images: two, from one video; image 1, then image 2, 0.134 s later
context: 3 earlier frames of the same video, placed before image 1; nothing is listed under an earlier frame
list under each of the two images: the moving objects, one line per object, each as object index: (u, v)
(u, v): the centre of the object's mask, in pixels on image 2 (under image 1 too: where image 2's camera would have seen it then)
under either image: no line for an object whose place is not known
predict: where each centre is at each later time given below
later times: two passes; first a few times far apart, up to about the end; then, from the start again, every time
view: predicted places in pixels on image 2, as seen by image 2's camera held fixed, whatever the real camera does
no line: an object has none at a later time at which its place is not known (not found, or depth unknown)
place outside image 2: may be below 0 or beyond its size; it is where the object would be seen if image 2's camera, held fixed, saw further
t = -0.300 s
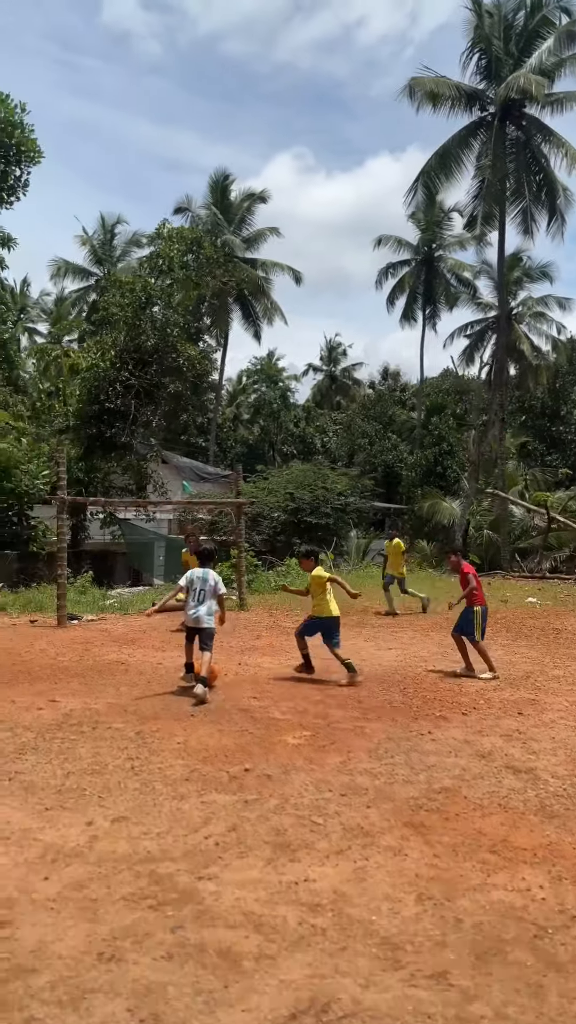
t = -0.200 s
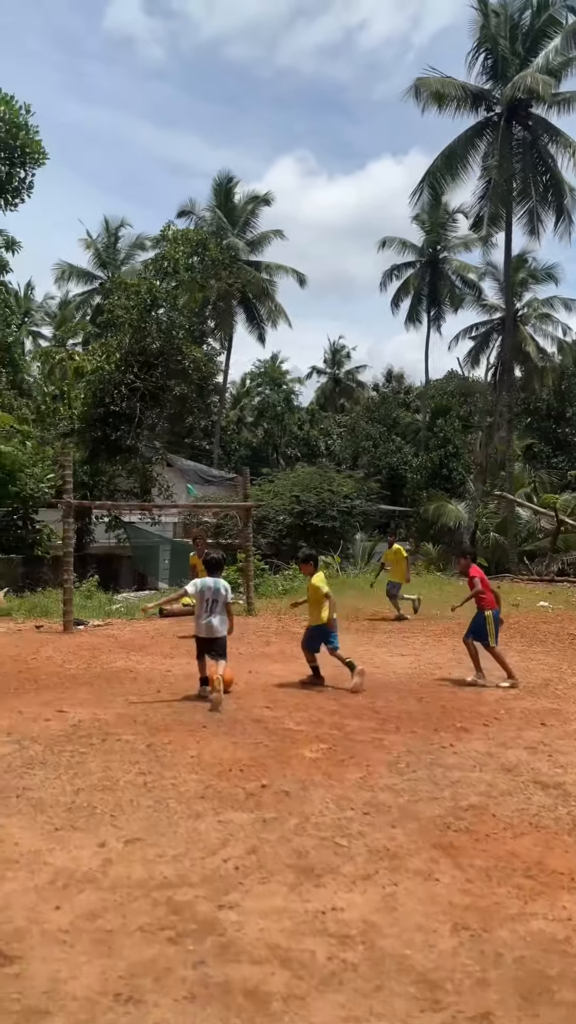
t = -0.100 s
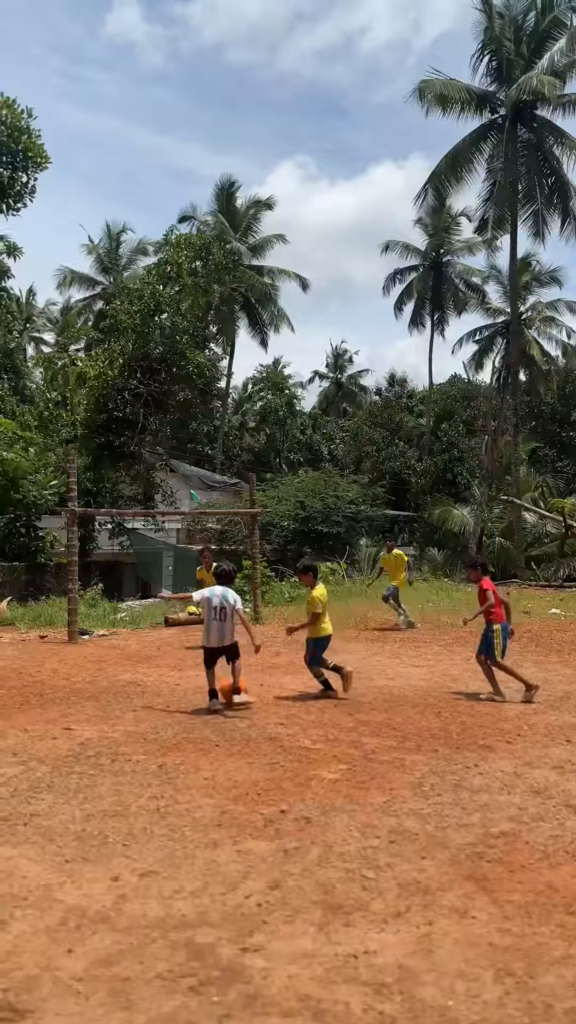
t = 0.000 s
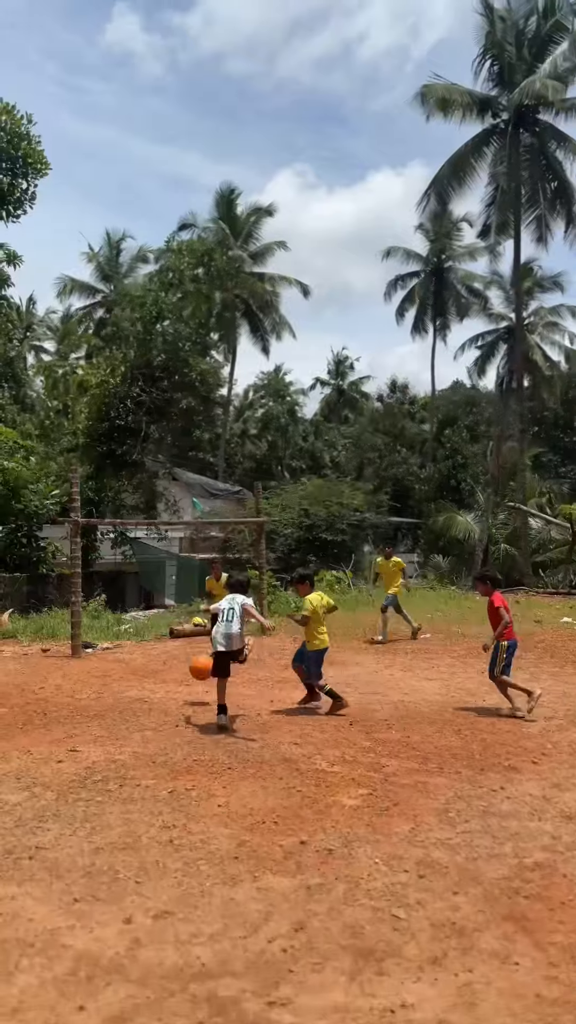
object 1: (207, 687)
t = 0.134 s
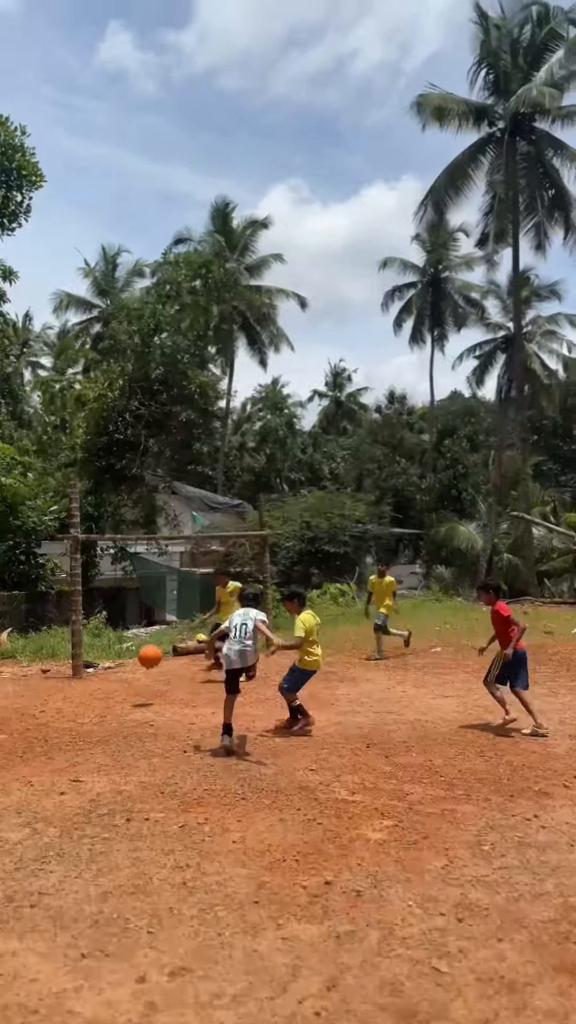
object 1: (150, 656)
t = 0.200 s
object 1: (125, 651)
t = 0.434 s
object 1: (54, 667)
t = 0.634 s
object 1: (17, 651)
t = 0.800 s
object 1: (-10, 657)
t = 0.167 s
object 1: (136, 653)
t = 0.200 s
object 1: (125, 651)
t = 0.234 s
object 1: (114, 651)
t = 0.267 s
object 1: (103, 651)
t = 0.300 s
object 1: (92, 653)
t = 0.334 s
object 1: (83, 654)
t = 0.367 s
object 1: (73, 658)
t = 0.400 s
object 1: (64, 662)
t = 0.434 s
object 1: (54, 667)
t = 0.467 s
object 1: (48, 669)
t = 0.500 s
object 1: (41, 664)
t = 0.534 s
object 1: (35, 659)
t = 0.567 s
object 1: (29, 656)
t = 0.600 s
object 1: (23, 653)
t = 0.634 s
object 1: (17, 651)
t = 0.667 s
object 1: (11, 651)
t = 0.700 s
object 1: (6, 651)
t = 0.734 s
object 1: (1, 652)
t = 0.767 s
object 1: (-5, 654)
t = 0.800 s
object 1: (-10, 657)
